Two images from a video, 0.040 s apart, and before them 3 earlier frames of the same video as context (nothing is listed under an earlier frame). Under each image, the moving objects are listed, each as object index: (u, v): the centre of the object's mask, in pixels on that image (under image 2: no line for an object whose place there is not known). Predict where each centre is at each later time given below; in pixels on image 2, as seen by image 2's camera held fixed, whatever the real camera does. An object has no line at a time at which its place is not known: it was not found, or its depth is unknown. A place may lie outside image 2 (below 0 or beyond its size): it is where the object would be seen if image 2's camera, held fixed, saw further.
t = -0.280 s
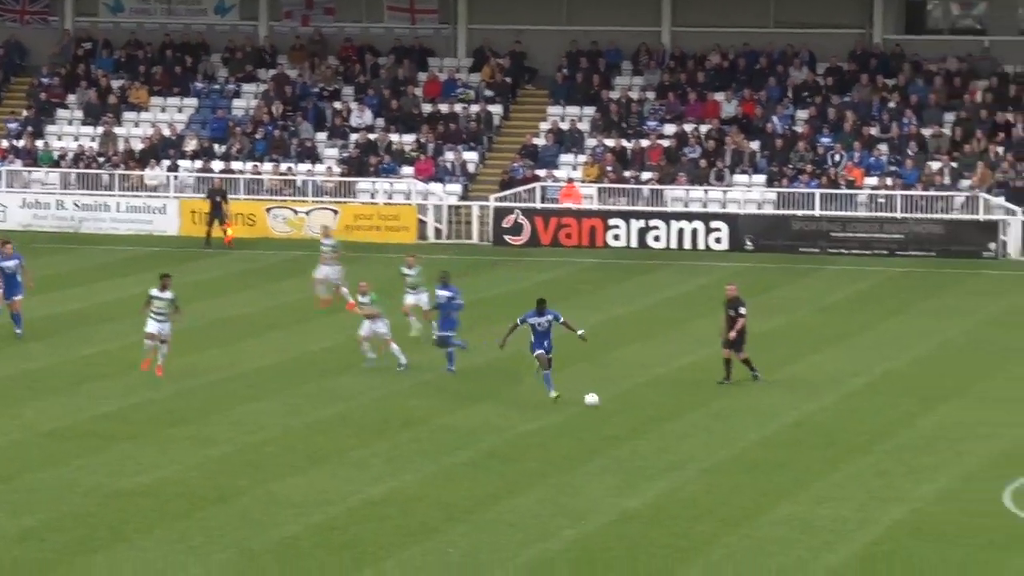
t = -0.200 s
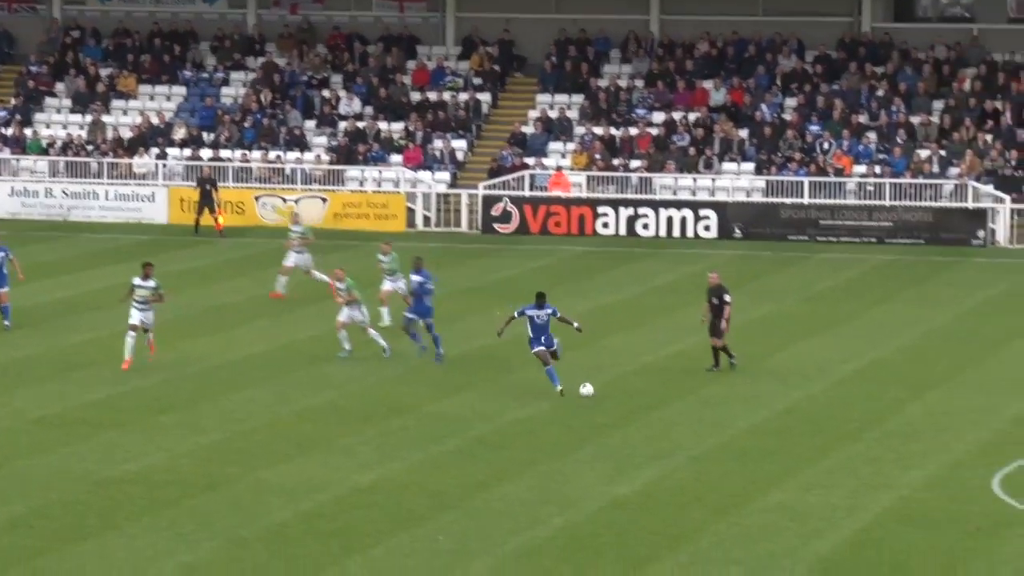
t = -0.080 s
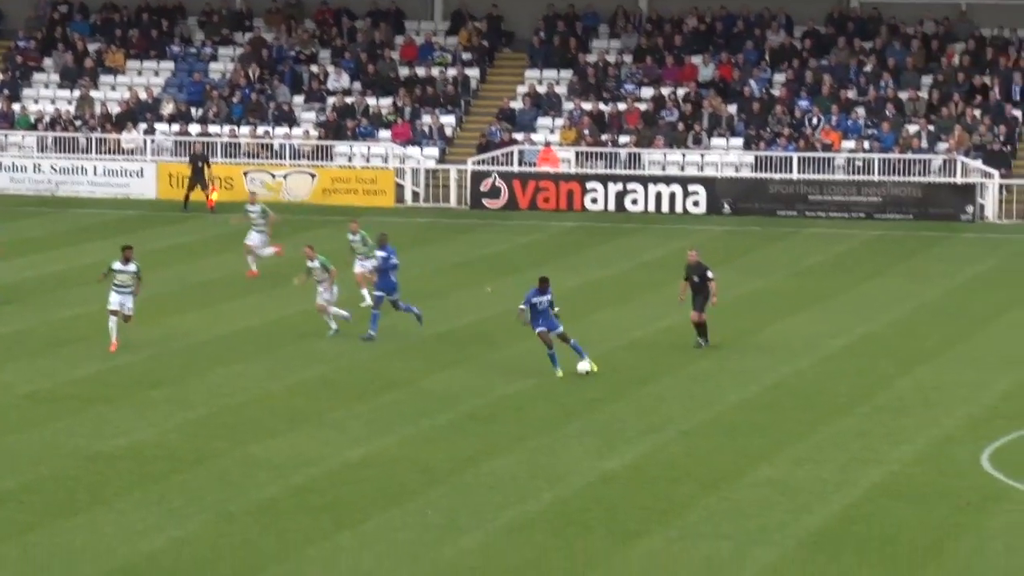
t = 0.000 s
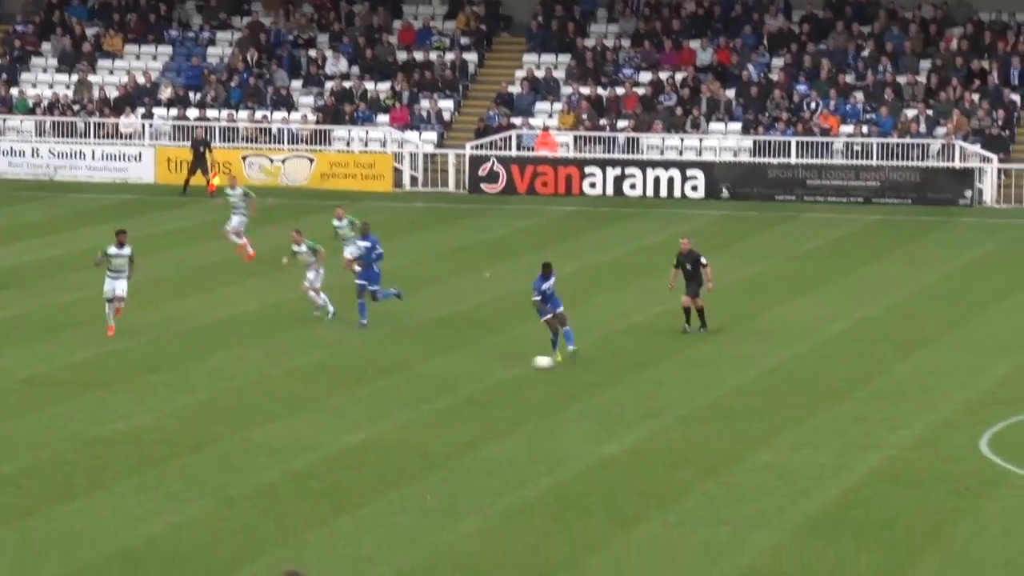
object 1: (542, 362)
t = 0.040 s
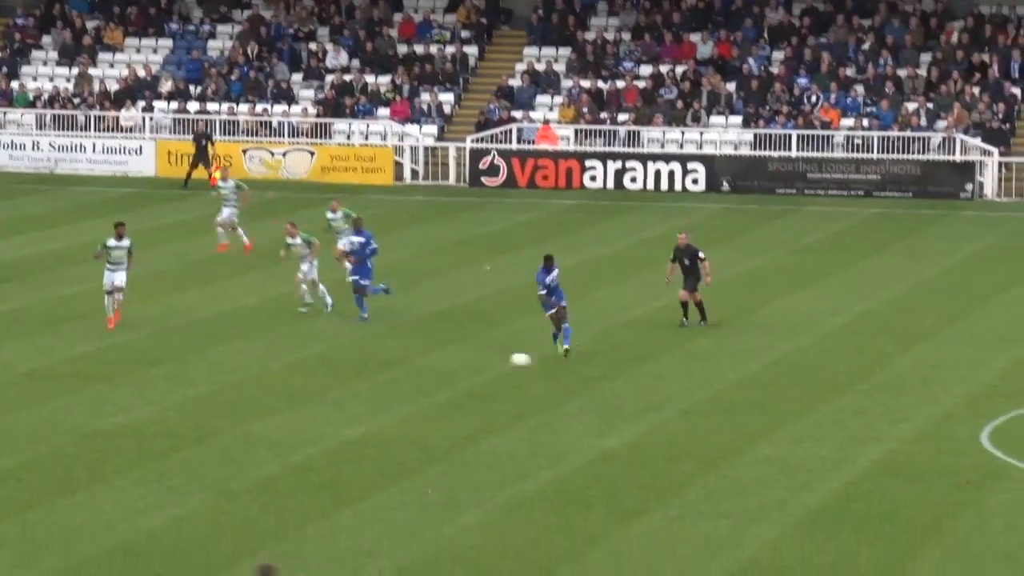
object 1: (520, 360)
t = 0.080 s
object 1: (496, 364)
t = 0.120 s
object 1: (472, 369)
